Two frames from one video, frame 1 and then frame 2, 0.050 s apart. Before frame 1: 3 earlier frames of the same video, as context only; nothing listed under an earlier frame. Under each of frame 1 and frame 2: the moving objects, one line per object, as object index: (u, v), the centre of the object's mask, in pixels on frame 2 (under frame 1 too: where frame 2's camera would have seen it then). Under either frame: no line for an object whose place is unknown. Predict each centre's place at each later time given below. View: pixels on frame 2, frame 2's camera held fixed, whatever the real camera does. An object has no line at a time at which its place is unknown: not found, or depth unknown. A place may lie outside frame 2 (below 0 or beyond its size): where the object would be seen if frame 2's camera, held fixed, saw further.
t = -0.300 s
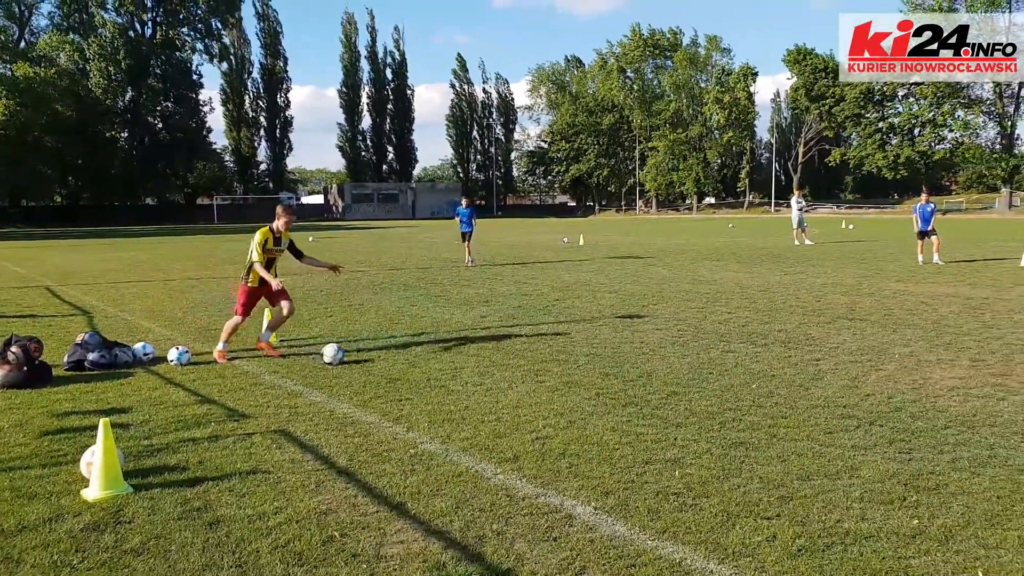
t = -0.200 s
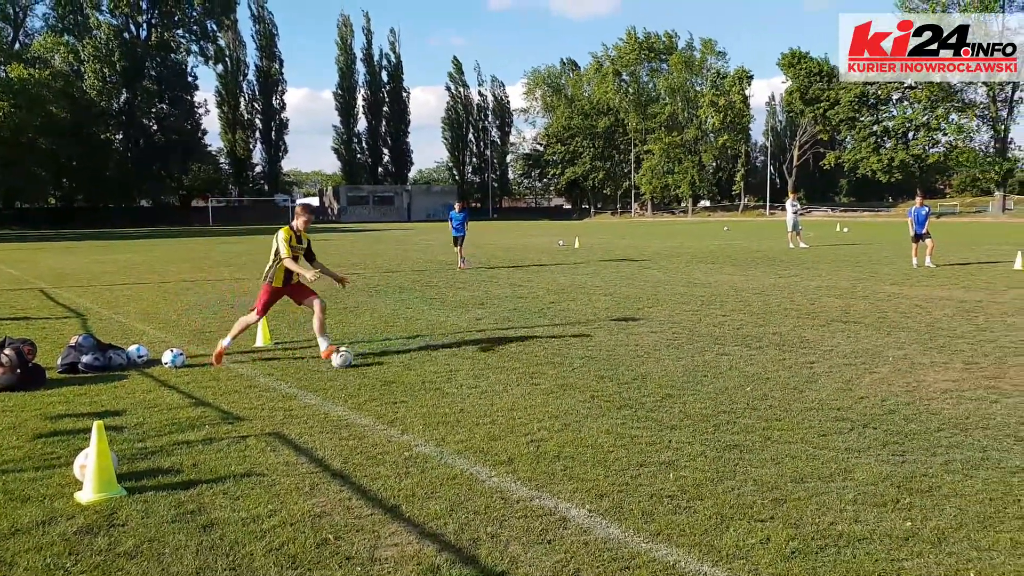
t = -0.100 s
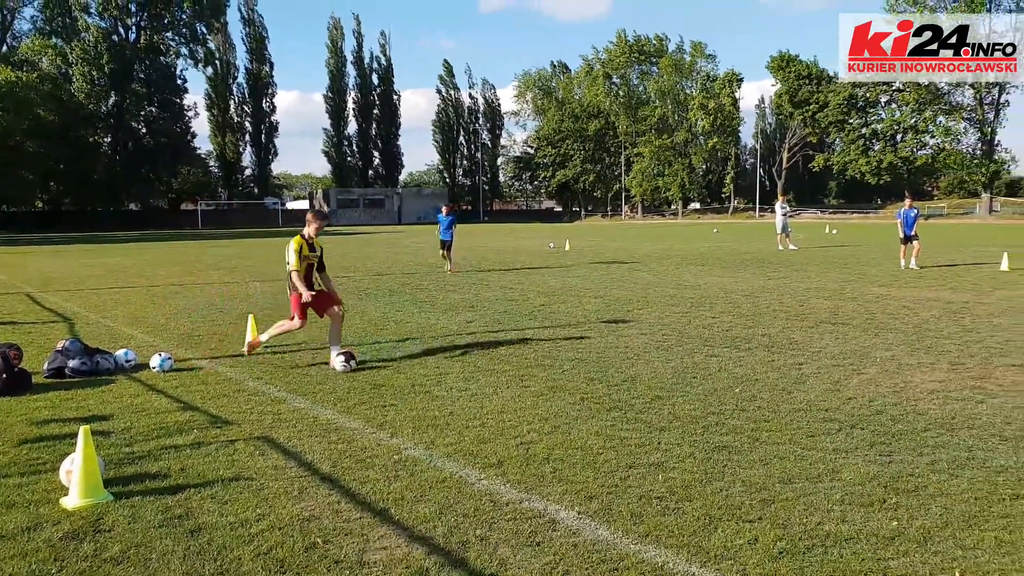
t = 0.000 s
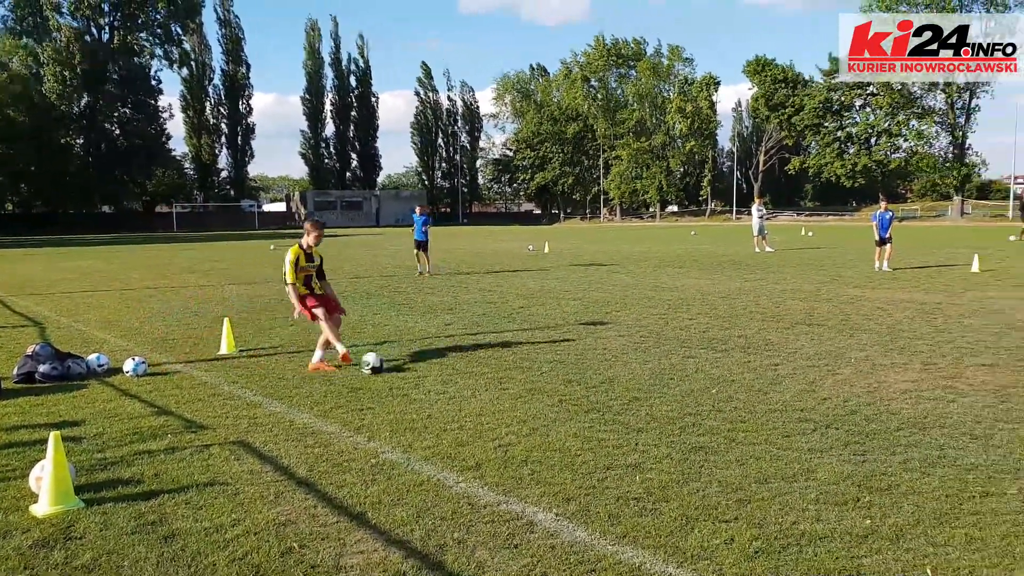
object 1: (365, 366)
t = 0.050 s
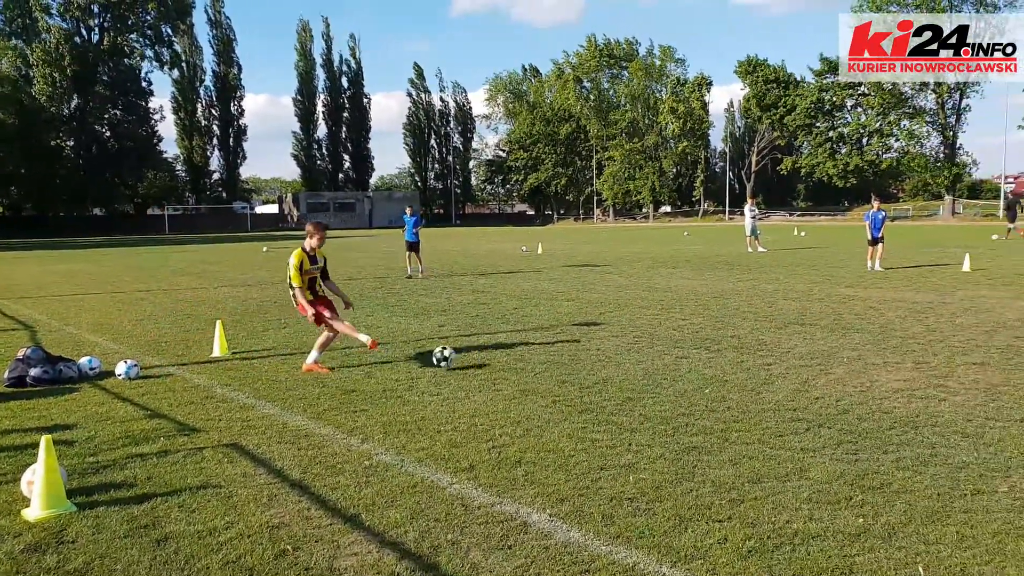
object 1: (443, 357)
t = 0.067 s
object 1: (469, 354)
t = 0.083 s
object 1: (494, 352)
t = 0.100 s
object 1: (518, 350)
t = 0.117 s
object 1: (543, 349)
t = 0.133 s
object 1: (568, 349)
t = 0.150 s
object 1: (592, 349)
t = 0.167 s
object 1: (615, 349)
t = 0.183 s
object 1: (638, 350)
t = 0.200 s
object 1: (661, 350)
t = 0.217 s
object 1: (683, 350)
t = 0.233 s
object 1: (705, 348)
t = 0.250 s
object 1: (723, 346)
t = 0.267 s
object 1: (742, 345)
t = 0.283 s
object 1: (762, 344)
